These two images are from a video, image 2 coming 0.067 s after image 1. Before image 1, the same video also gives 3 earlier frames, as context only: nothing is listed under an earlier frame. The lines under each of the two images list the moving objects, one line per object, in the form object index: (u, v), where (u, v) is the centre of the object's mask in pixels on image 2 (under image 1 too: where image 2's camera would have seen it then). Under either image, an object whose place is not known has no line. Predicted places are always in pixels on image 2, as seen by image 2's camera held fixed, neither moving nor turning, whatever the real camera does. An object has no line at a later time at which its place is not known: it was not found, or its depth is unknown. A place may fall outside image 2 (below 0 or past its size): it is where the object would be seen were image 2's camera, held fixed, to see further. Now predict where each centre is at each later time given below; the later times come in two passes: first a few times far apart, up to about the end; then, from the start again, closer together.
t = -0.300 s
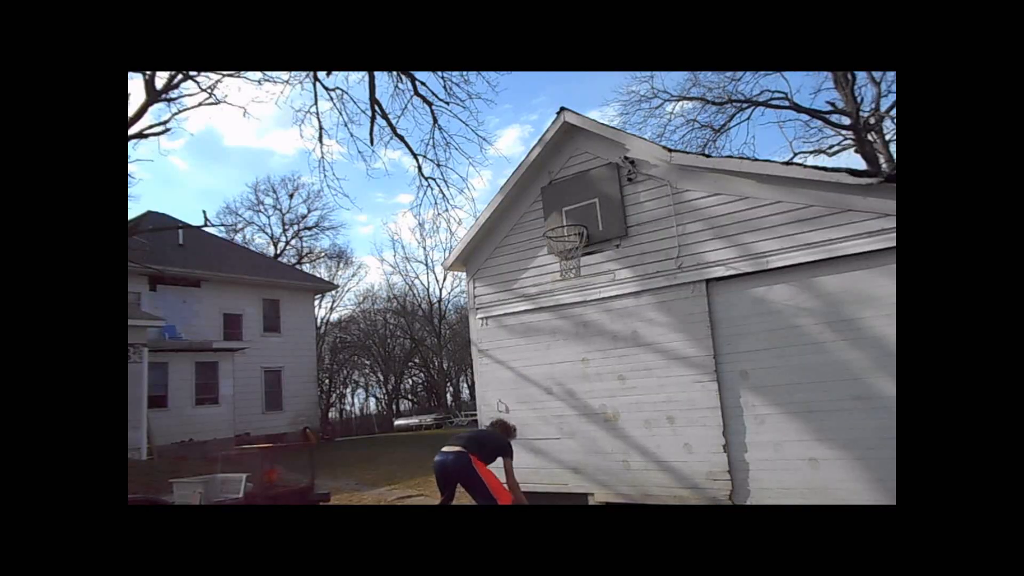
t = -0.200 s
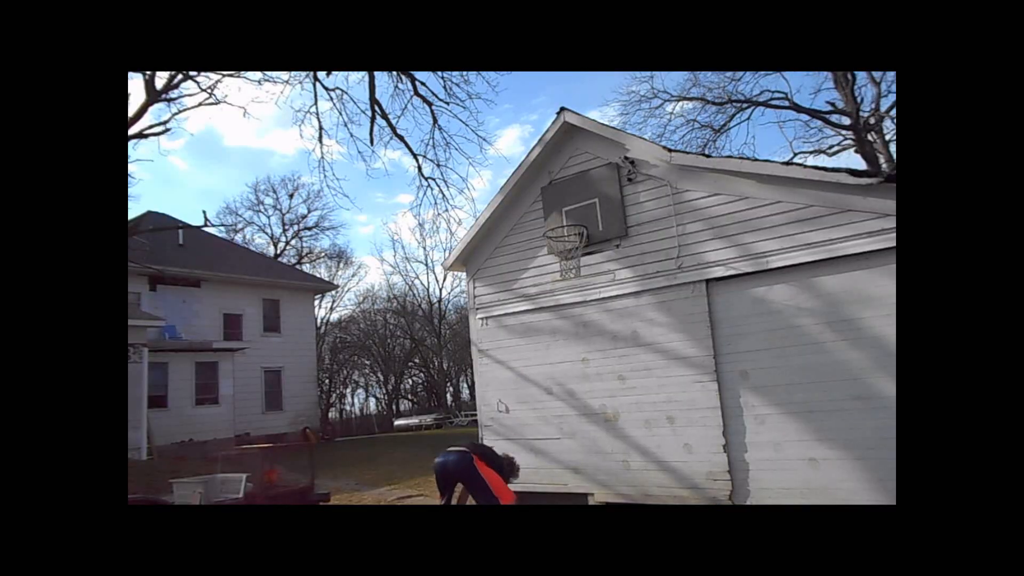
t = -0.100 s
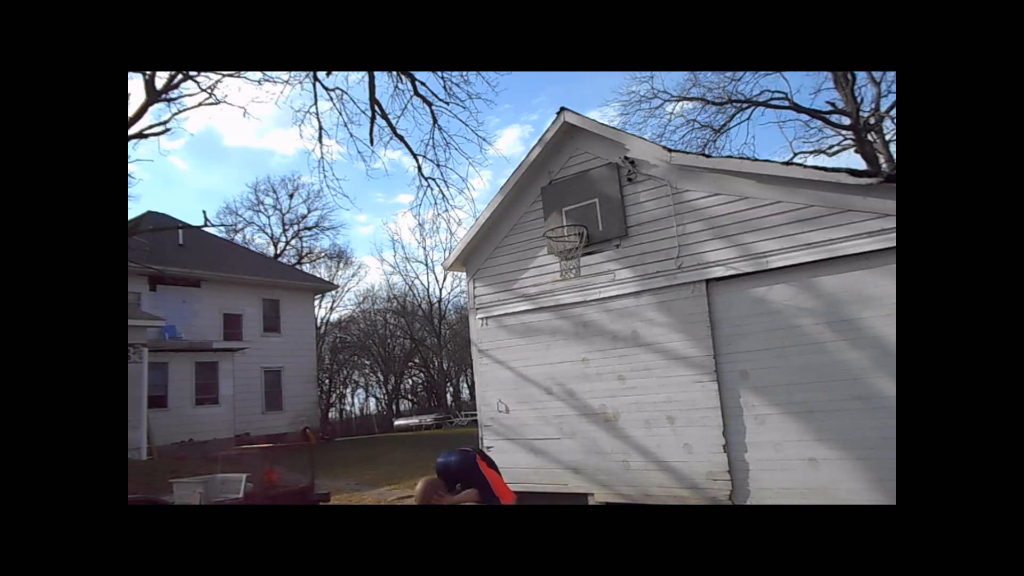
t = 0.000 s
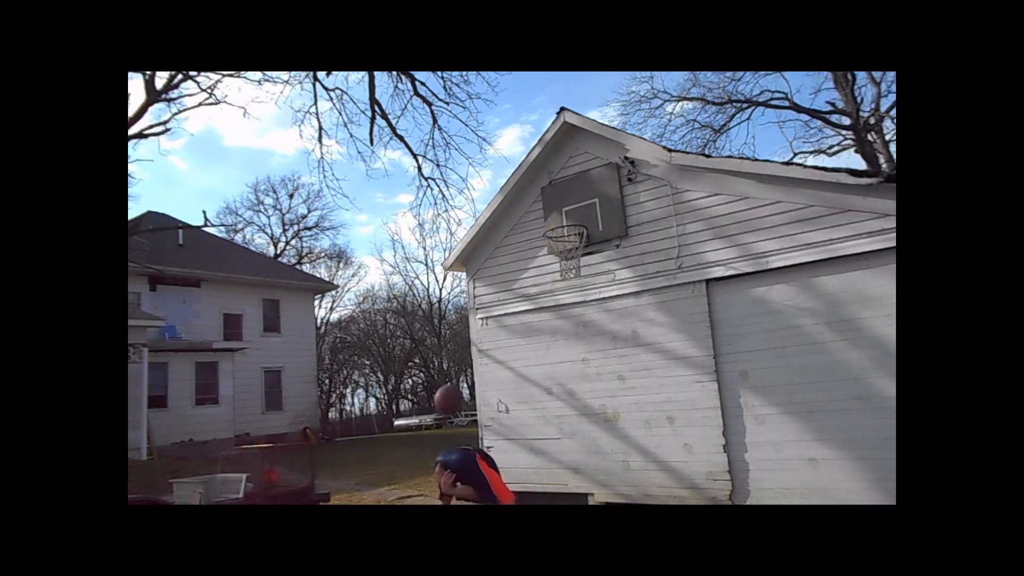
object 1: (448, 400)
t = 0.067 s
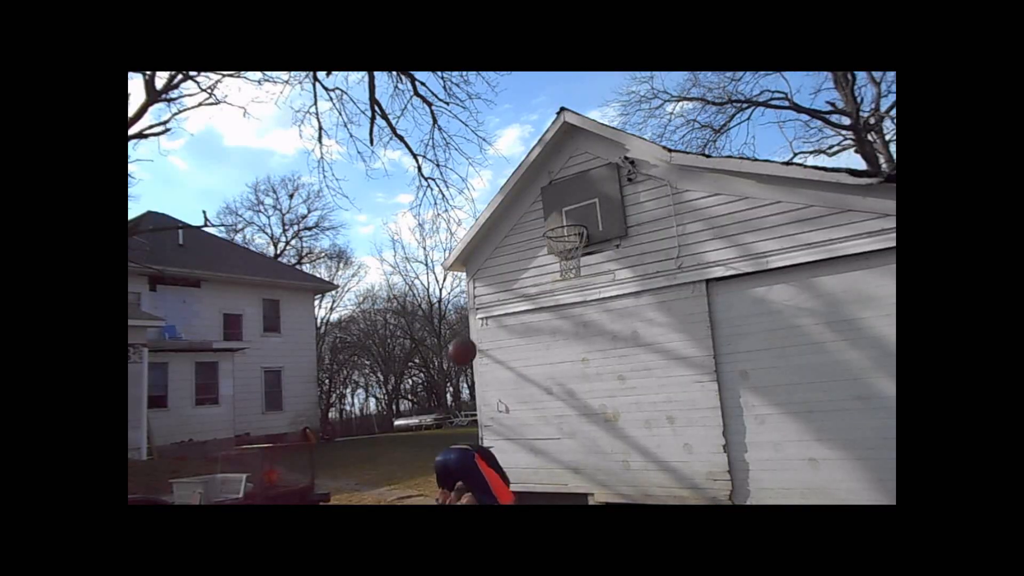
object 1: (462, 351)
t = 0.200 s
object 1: (488, 281)
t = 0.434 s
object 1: (527, 220)
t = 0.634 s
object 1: (557, 215)
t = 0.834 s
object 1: (554, 229)
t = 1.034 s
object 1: (575, 239)
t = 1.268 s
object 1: (583, 265)
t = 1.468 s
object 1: (563, 275)
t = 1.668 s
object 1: (547, 298)
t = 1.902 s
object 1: (533, 378)
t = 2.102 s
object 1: (524, 495)
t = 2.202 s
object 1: (520, 494)
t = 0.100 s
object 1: (469, 331)
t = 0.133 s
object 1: (475, 312)
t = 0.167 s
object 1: (482, 295)
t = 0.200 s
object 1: (488, 281)
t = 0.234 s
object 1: (494, 267)
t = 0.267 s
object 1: (500, 256)
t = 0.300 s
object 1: (505, 246)
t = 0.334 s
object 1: (511, 238)
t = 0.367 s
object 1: (516, 230)
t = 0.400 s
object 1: (522, 224)
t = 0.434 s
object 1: (527, 220)
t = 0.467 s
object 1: (532, 216)
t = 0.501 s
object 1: (537, 214)
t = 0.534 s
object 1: (542, 213)
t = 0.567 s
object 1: (547, 213)
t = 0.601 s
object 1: (553, 213)
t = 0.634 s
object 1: (557, 215)
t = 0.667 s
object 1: (562, 217)
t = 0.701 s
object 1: (568, 220)
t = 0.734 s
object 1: (564, 220)
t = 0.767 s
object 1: (560, 222)
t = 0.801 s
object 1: (557, 225)
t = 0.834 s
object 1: (554, 229)
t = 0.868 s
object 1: (556, 230)
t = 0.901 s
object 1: (559, 231)
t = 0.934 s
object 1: (563, 232)
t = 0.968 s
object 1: (568, 236)
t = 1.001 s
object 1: (572, 237)
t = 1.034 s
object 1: (575, 239)
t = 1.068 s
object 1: (578, 237)
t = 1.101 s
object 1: (584, 255)
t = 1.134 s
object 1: (581, 258)
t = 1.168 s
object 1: (582, 258)
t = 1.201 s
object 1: (583, 260)
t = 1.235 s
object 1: (583, 263)
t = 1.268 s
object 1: (583, 265)
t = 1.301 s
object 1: (581, 268)
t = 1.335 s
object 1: (580, 270)
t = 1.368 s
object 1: (575, 273)
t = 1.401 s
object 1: (571, 275)
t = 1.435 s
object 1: (566, 275)
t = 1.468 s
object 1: (563, 275)
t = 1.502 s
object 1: (560, 276)
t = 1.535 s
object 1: (557, 277)
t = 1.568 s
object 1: (555, 280)
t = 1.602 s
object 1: (552, 285)
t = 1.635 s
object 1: (550, 291)
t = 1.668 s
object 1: (547, 298)
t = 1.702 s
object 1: (545, 306)
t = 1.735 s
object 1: (543, 315)
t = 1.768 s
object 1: (541, 325)
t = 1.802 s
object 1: (539, 336)
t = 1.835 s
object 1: (537, 349)
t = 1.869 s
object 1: (535, 363)
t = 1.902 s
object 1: (533, 378)
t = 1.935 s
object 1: (531, 394)
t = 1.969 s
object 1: (530, 411)
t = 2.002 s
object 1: (528, 430)
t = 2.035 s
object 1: (527, 450)
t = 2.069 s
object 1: (526, 472)
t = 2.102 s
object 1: (524, 495)
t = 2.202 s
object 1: (520, 494)
